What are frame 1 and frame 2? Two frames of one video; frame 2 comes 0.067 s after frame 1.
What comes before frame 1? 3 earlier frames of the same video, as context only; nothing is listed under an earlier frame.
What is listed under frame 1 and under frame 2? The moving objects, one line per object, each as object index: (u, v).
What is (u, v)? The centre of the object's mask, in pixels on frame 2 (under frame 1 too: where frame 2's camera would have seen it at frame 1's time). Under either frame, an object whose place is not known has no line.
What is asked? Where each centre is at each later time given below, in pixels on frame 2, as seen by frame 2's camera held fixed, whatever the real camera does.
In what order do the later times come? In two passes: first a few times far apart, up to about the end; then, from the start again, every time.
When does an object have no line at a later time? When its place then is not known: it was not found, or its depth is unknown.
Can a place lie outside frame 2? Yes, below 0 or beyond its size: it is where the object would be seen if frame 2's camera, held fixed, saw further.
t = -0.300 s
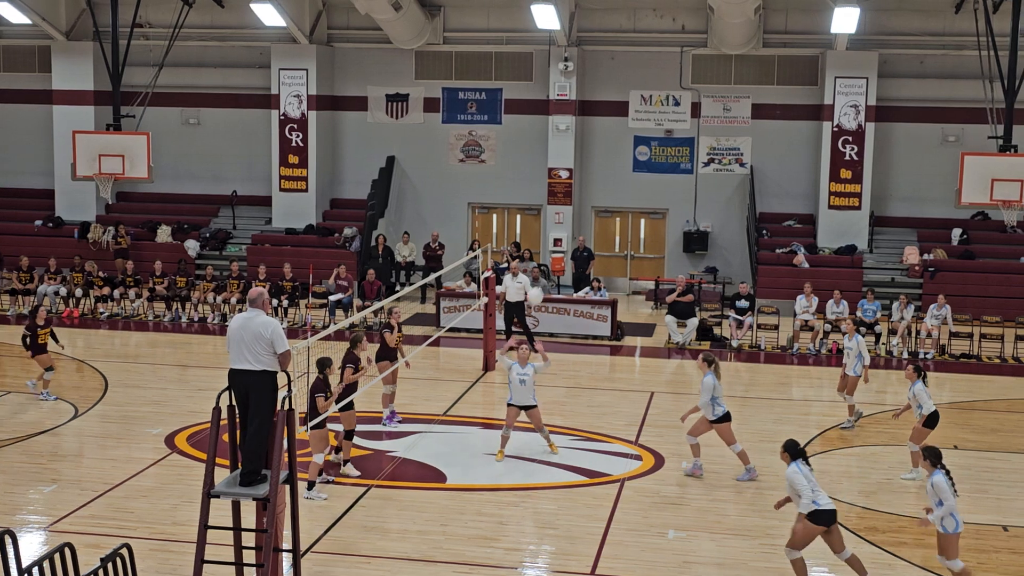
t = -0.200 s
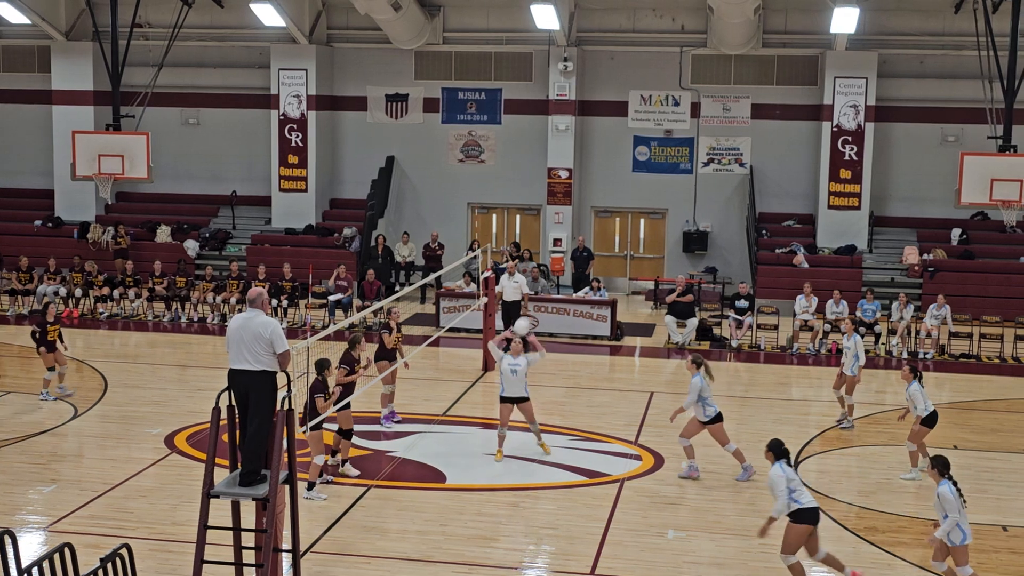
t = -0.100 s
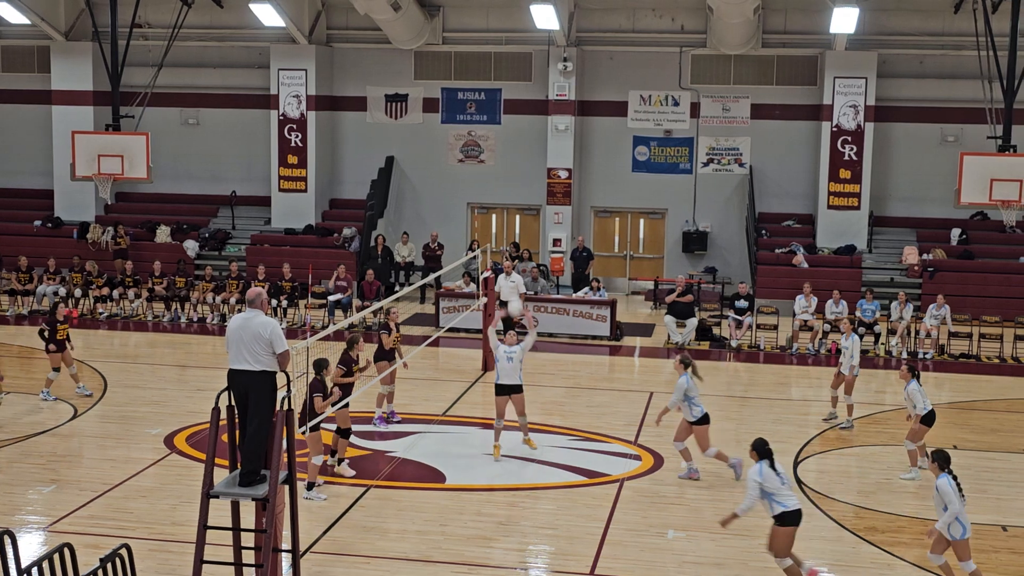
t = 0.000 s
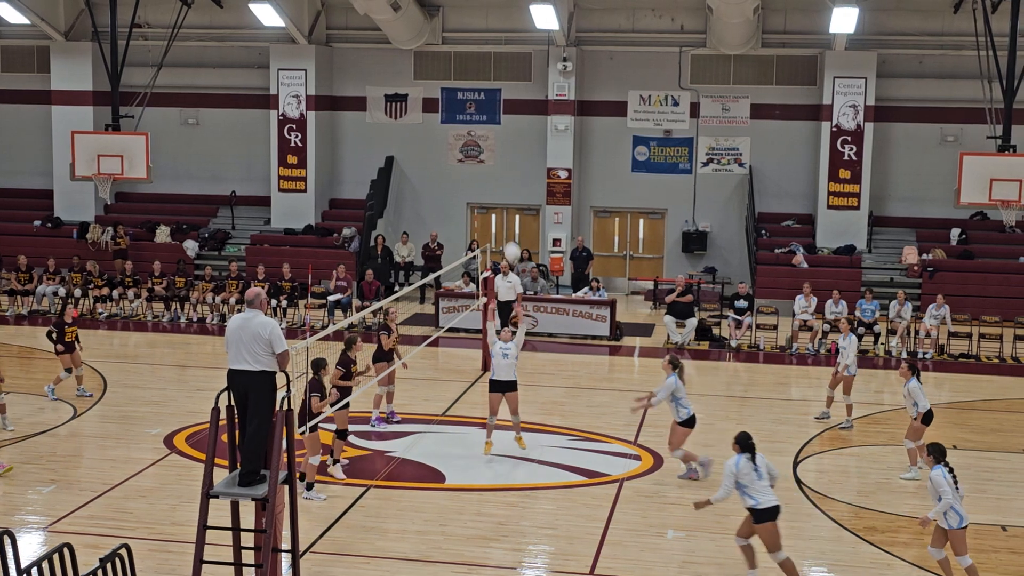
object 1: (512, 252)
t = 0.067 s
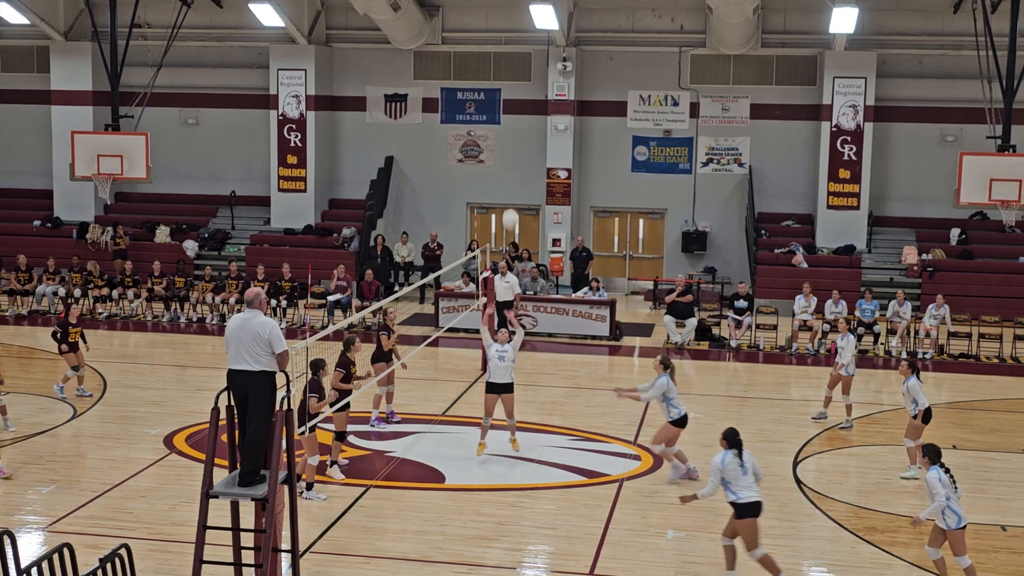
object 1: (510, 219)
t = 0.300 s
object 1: (505, 129)
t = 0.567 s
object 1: (497, 76)
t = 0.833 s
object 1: (488, 80)
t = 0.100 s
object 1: (510, 204)
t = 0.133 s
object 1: (509, 189)
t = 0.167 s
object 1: (508, 176)
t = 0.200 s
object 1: (508, 163)
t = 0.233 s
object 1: (507, 151)
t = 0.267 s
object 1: (506, 140)
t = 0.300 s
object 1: (505, 129)
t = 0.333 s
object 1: (504, 119)
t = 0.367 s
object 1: (503, 111)
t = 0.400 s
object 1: (503, 103)
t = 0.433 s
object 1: (502, 96)
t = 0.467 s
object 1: (501, 89)
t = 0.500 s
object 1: (500, 84)
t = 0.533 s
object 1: (499, 79)
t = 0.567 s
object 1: (497, 76)
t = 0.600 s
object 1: (496, 73)
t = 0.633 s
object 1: (495, 71)
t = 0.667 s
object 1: (494, 71)
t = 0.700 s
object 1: (493, 71)
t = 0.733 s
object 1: (492, 72)
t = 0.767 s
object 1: (490, 73)
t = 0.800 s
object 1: (489, 76)
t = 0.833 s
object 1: (488, 80)
